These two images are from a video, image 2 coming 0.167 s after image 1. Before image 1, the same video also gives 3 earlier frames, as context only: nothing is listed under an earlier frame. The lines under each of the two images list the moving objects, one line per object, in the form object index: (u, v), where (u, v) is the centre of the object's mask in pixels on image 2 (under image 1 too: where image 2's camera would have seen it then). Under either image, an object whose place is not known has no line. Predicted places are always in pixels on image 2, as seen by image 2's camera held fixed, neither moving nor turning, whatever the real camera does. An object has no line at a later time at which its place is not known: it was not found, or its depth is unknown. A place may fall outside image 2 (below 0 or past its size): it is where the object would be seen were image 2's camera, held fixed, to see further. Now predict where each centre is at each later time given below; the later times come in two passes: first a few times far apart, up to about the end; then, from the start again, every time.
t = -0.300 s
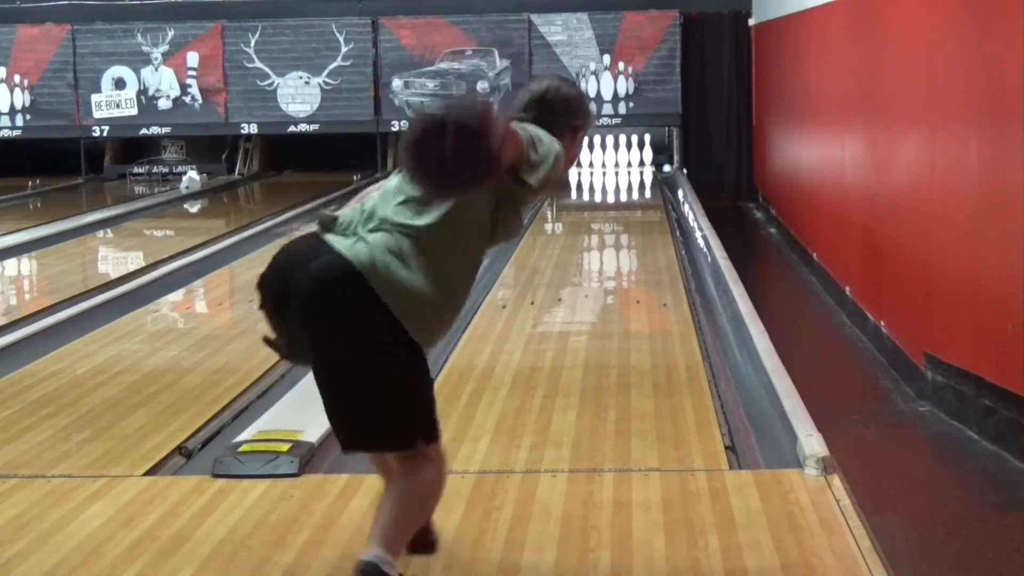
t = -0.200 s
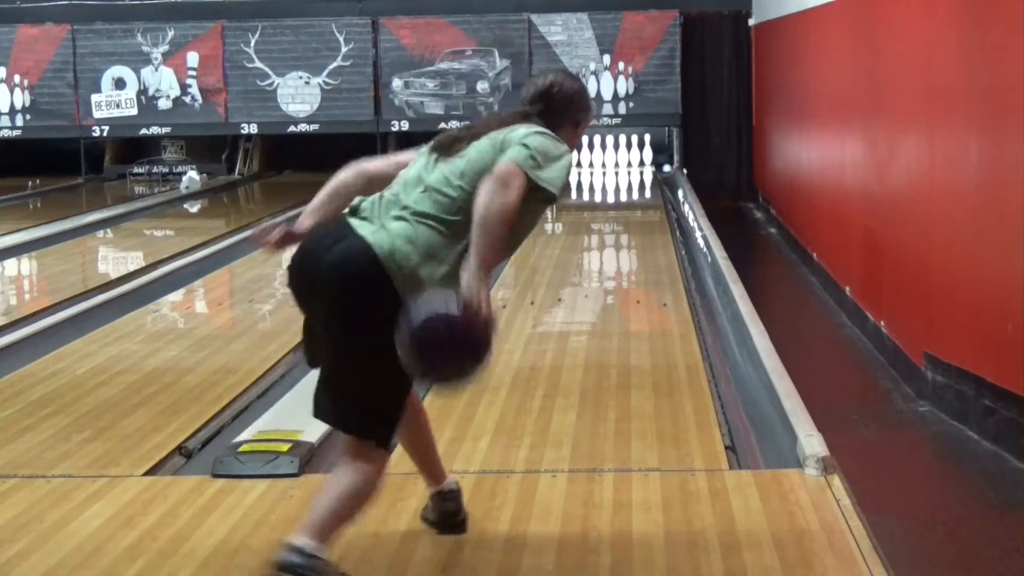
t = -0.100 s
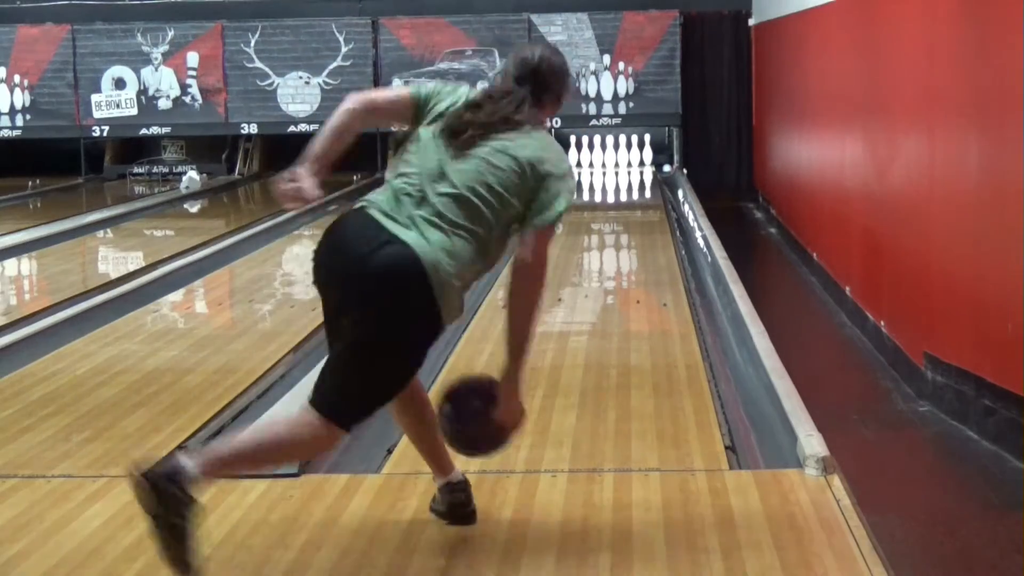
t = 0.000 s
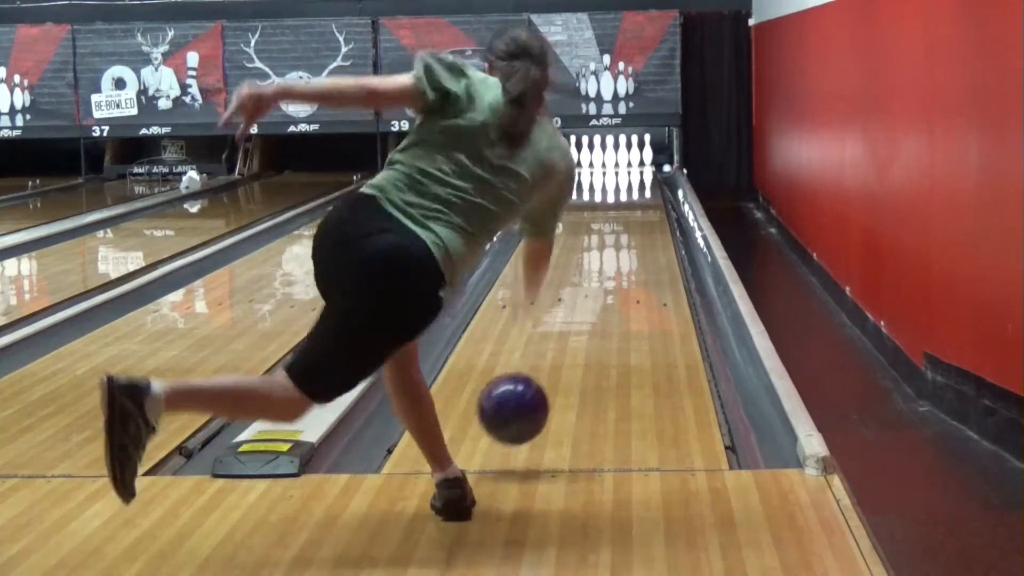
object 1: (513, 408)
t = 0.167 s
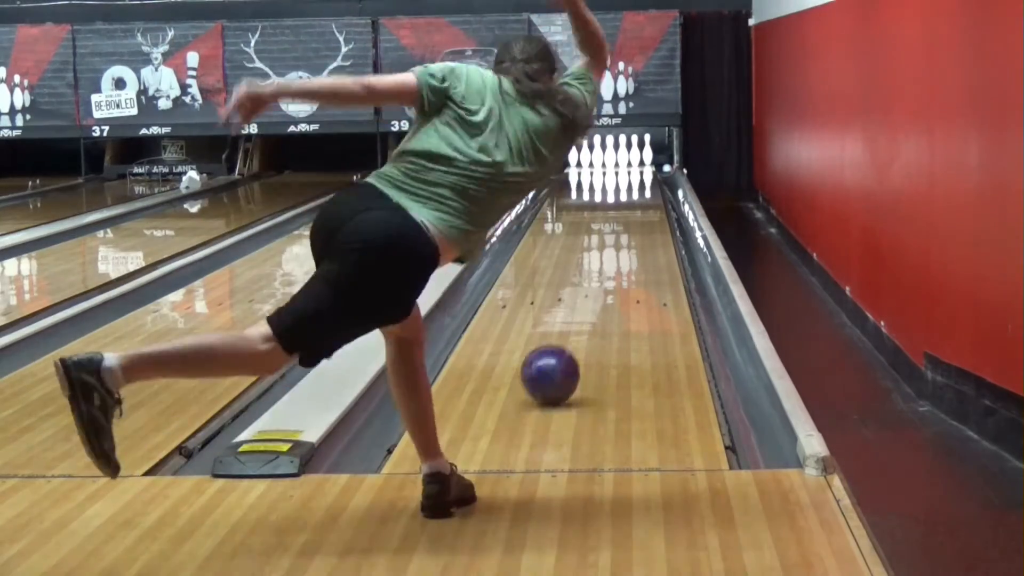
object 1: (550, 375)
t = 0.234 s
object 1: (561, 356)
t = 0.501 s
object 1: (594, 295)
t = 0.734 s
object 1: (612, 261)
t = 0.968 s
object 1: (625, 235)
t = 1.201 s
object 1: (634, 214)
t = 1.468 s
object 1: (641, 197)
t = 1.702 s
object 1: (643, 186)
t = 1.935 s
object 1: (643, 176)
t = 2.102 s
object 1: (638, 170)
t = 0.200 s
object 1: (556, 366)
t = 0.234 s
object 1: (561, 356)
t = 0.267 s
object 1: (566, 347)
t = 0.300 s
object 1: (571, 338)
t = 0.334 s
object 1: (575, 330)
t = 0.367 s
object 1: (579, 322)
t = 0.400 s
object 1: (584, 314)
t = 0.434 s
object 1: (587, 308)
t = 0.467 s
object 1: (590, 301)
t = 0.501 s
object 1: (594, 295)
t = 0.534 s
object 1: (597, 290)
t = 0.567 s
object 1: (600, 284)
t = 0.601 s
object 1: (602, 279)
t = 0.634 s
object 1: (605, 274)
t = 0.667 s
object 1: (607, 269)
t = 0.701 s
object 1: (610, 265)
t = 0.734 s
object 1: (612, 261)
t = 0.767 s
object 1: (614, 257)
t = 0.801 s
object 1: (616, 253)
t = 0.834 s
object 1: (618, 249)
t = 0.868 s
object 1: (620, 245)
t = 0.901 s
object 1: (622, 242)
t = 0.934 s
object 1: (623, 238)
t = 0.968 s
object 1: (625, 235)
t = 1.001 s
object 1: (626, 232)
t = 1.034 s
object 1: (628, 228)
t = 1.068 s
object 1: (629, 226)
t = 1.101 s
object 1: (630, 224)
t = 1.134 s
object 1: (632, 221)
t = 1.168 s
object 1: (633, 218)
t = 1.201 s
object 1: (634, 214)
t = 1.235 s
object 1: (635, 212)
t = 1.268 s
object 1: (636, 210)
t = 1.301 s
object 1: (637, 208)
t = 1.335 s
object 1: (637, 206)
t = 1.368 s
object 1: (639, 204)
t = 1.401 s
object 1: (640, 202)
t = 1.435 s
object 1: (640, 199)
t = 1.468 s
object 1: (641, 197)
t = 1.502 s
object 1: (641, 196)
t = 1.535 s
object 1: (641, 194)
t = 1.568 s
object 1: (641, 193)
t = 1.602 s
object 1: (642, 191)
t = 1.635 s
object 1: (643, 189)
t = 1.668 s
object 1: (643, 187)
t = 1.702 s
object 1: (643, 186)
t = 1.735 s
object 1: (644, 184)
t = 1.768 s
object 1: (644, 183)
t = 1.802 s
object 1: (644, 181)
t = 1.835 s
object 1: (644, 180)
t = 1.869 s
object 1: (644, 178)
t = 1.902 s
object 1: (643, 177)
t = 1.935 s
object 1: (643, 176)
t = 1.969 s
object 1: (642, 175)
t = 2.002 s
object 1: (641, 174)
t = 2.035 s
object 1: (640, 172)
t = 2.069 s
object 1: (639, 171)
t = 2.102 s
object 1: (638, 170)
